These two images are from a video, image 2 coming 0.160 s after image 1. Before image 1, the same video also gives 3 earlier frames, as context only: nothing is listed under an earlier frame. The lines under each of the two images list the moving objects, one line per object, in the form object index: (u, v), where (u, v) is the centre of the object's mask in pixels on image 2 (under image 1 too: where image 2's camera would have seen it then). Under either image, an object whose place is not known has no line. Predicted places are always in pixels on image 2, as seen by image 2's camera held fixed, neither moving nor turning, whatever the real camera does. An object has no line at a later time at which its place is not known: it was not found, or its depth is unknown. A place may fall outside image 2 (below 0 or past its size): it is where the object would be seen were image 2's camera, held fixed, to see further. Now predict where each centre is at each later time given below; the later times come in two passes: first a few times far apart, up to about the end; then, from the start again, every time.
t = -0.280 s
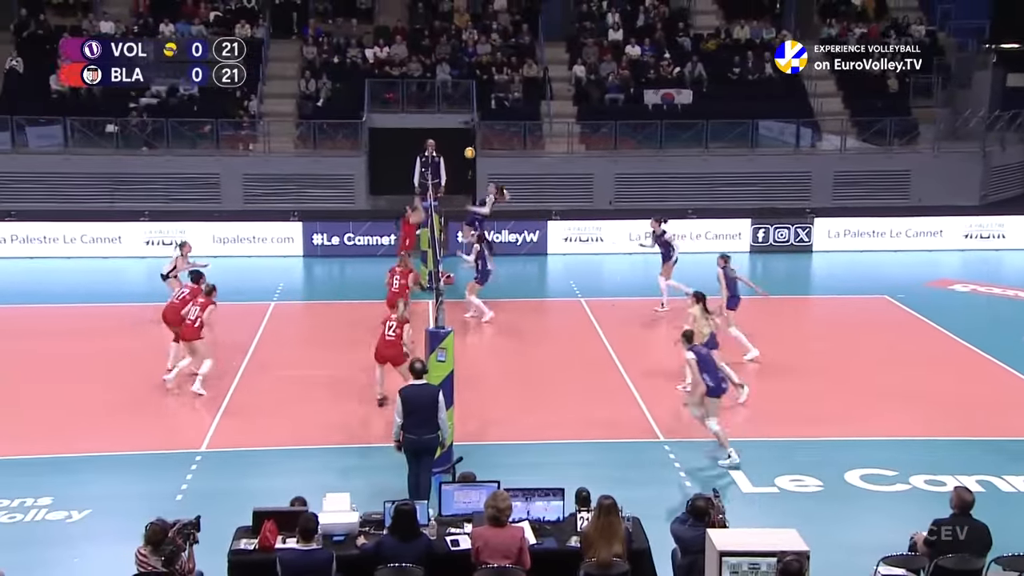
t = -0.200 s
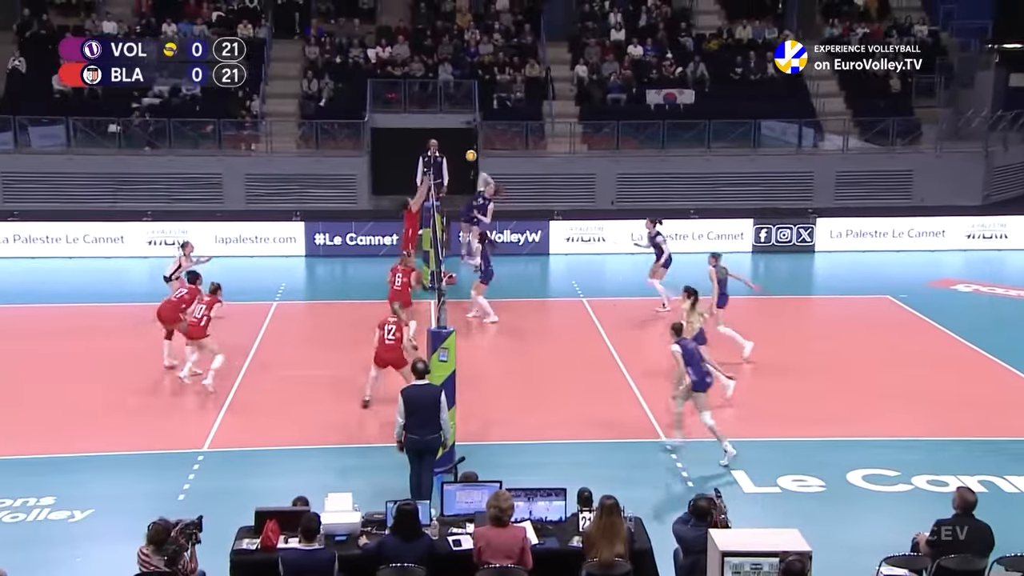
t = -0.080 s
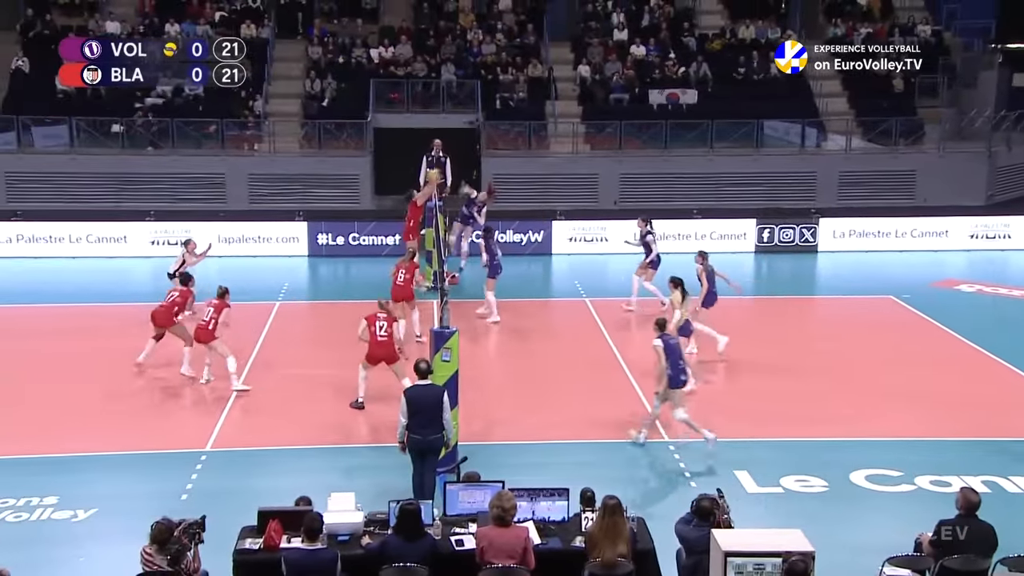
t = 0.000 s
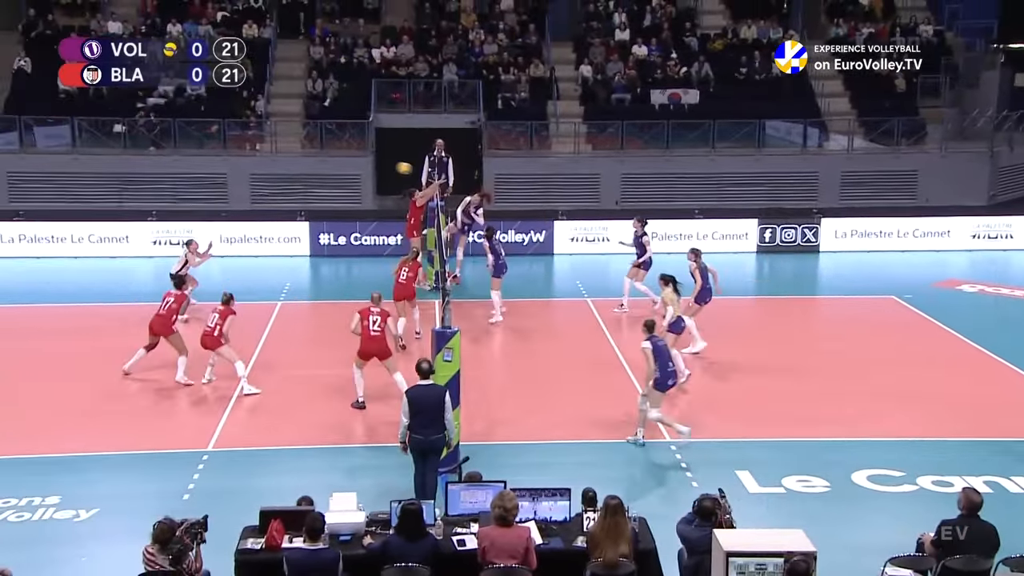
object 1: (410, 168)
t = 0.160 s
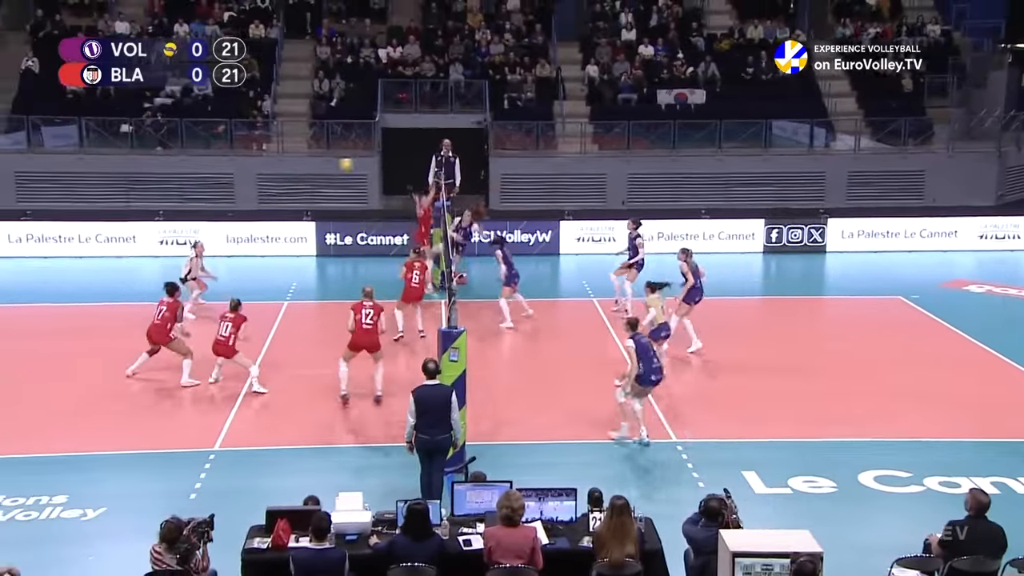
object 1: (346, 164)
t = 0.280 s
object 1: (296, 172)
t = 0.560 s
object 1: (174, 233)
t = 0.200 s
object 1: (330, 165)
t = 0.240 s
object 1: (313, 168)
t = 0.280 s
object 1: (296, 172)
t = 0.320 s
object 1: (279, 177)
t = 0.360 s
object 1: (262, 183)
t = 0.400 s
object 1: (245, 190)
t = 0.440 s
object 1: (228, 199)
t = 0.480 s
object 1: (210, 209)
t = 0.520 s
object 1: (193, 218)
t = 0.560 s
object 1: (174, 233)
